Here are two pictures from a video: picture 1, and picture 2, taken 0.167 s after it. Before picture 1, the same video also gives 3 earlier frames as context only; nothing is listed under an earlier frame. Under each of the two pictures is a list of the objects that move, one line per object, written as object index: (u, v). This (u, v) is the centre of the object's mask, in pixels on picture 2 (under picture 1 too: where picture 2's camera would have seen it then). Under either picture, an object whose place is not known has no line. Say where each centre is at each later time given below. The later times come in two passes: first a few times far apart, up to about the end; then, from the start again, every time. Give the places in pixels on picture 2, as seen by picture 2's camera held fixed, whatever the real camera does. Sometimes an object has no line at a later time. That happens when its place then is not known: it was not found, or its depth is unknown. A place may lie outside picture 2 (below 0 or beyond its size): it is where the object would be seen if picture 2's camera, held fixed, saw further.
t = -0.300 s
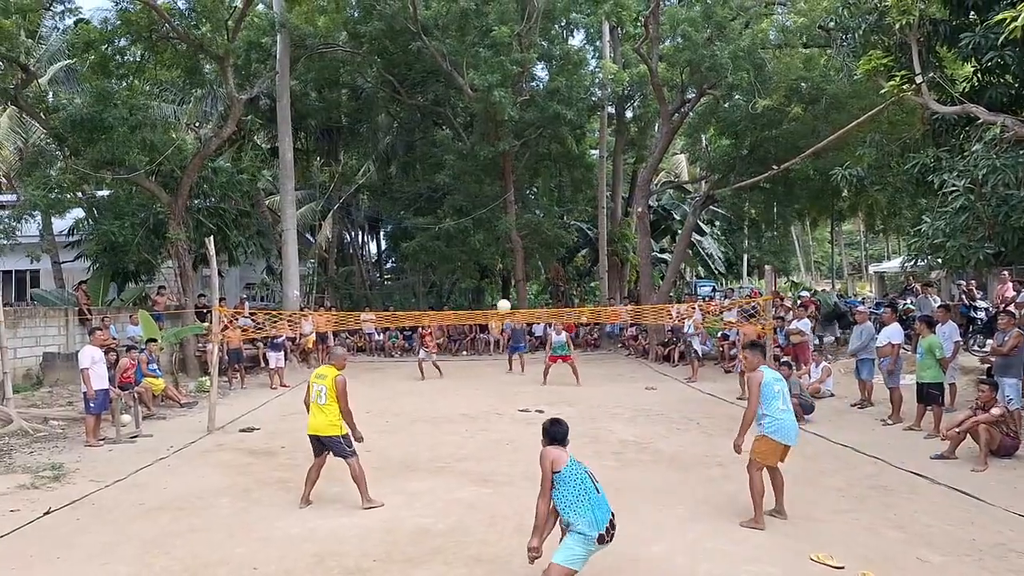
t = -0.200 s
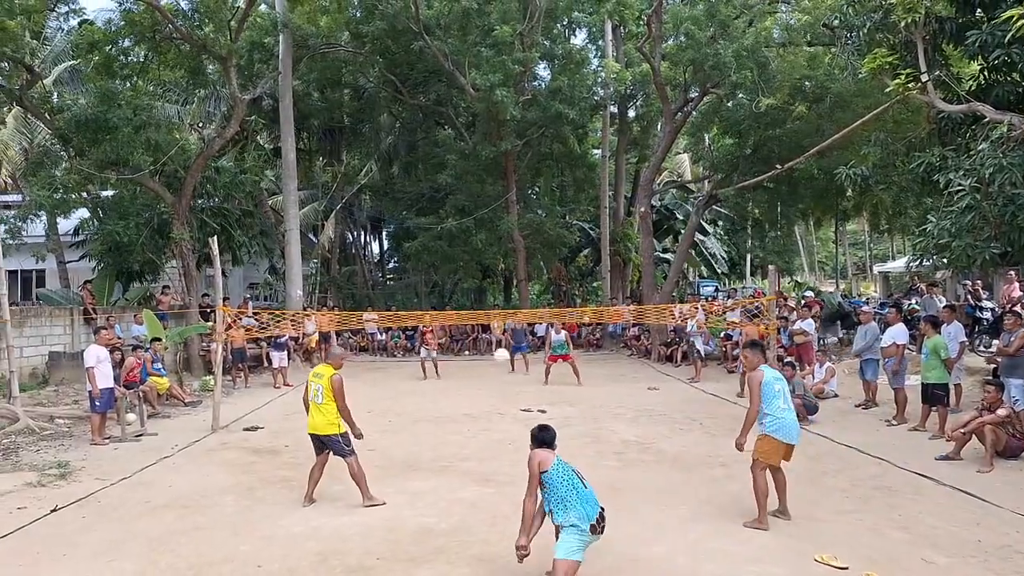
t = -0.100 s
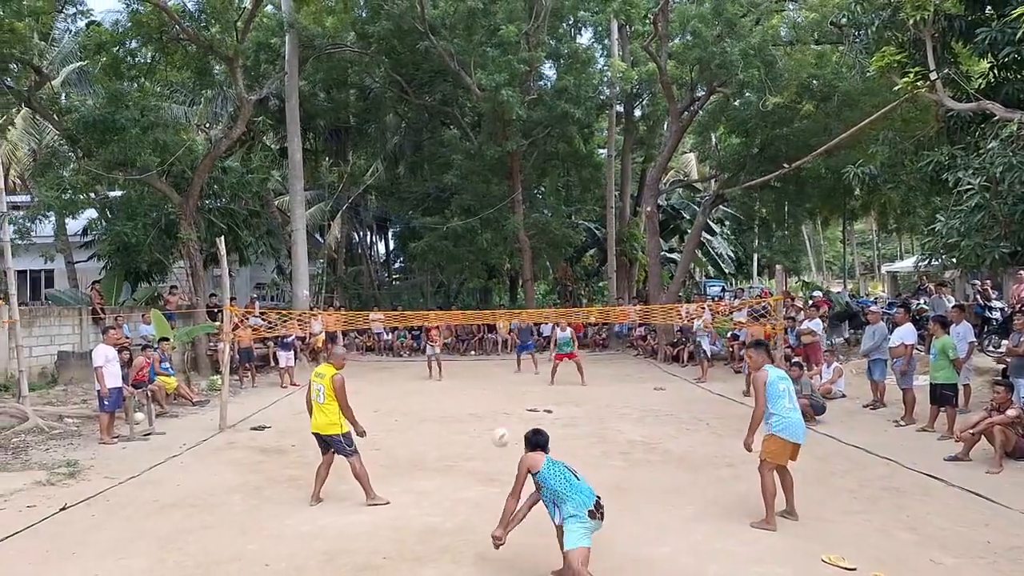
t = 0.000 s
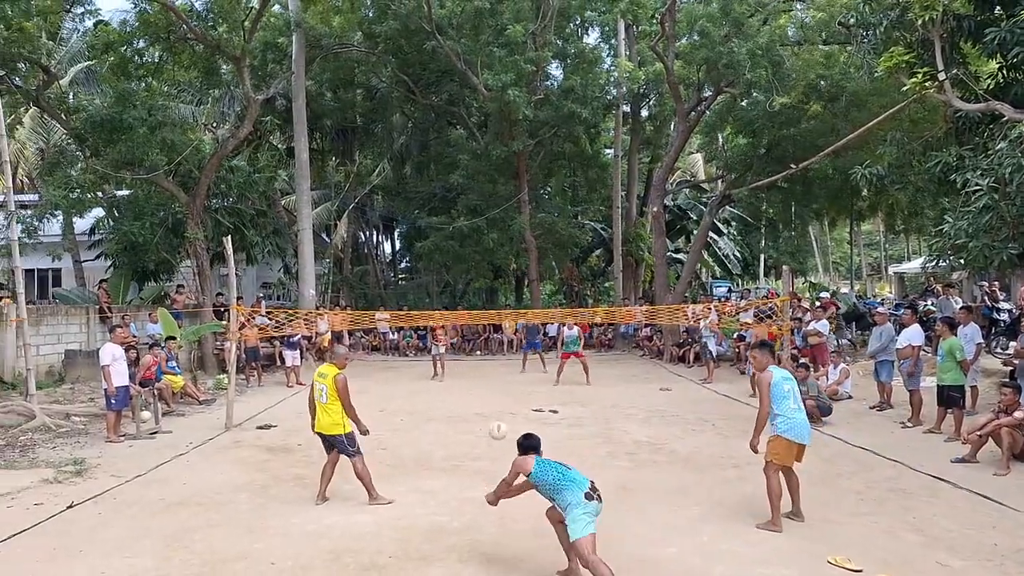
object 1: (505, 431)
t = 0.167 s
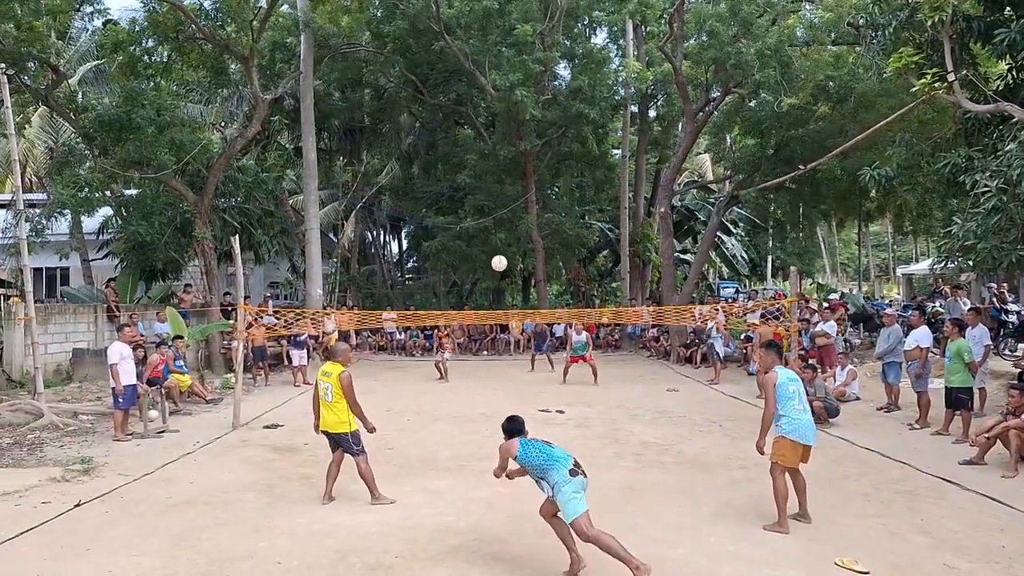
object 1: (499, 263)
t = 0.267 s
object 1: (497, 198)
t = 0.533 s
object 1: (494, 107)
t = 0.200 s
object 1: (497, 239)
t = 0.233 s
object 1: (497, 218)
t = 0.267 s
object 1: (497, 198)
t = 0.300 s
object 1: (496, 181)
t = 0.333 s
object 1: (496, 166)
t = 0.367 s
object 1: (496, 153)
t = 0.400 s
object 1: (496, 141)
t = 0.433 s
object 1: (496, 130)
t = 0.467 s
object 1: (495, 121)
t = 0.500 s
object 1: (495, 114)
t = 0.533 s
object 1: (494, 107)
